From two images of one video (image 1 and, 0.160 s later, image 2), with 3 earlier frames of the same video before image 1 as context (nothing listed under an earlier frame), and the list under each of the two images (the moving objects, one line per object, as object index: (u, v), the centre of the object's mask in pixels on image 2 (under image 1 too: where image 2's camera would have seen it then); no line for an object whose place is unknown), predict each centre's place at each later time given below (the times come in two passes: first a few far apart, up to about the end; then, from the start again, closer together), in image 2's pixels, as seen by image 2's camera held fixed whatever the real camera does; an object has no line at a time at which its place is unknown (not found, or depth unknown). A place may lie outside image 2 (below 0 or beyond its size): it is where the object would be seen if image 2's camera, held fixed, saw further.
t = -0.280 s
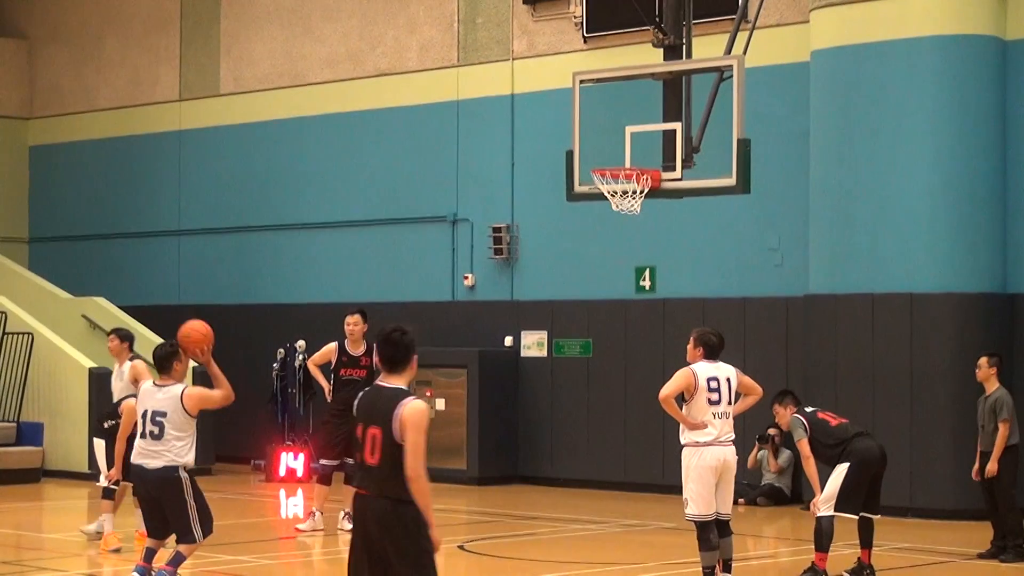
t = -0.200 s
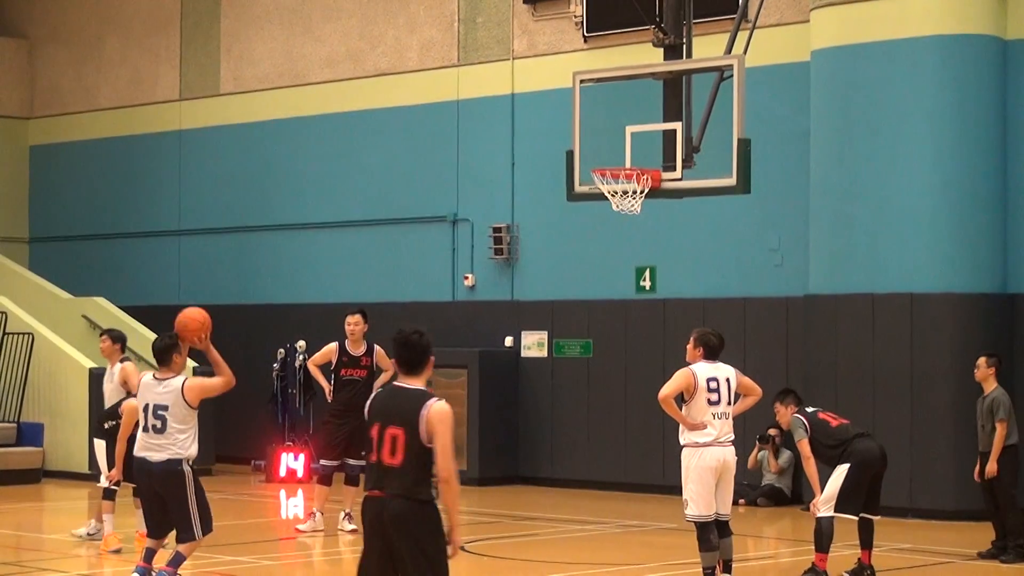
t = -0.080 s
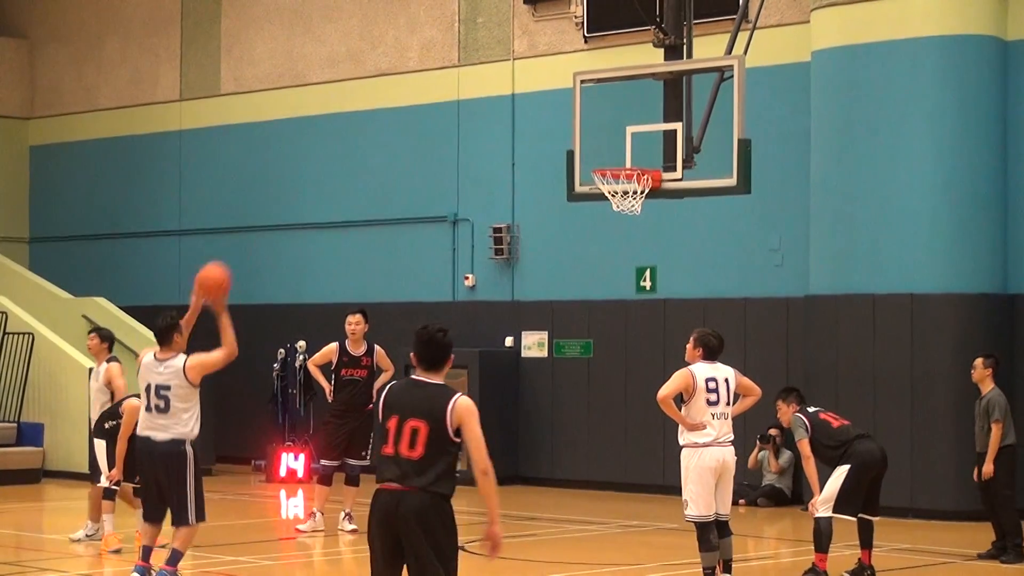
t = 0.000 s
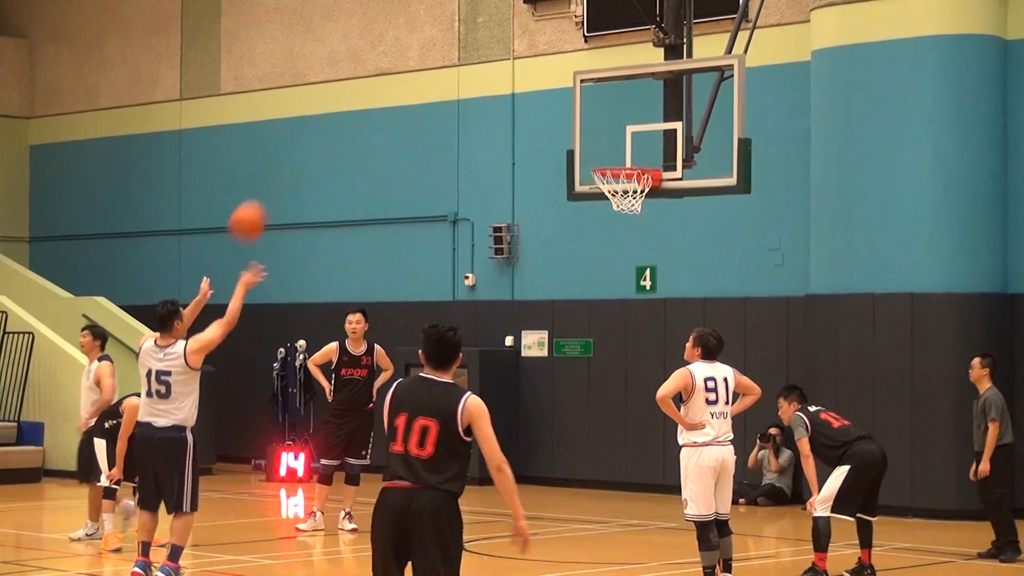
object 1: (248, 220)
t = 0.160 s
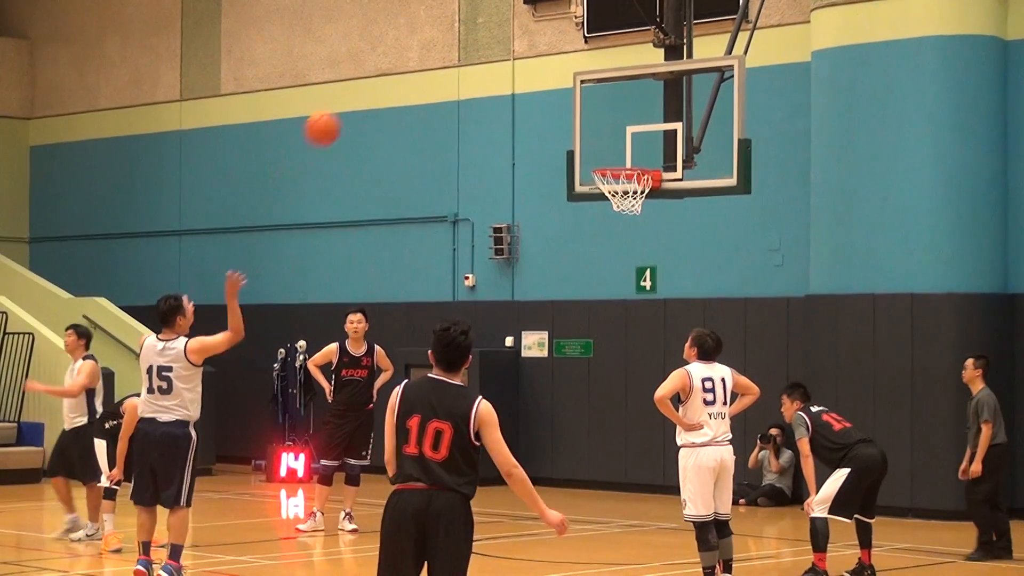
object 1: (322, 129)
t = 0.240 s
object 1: (358, 96)
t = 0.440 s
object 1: (439, 54)
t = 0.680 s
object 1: (528, 75)
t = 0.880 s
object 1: (595, 141)
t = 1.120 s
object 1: (621, 200)
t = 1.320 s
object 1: (609, 222)
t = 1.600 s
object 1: (590, 331)
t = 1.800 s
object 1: (577, 469)
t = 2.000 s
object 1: (569, 462)
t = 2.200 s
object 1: (568, 373)
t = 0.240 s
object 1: (358, 96)
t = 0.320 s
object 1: (391, 72)
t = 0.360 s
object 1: (407, 65)
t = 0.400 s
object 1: (423, 59)
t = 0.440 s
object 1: (439, 54)
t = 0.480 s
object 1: (454, 53)
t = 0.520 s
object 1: (470, 53)
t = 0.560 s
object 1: (484, 55)
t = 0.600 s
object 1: (499, 60)
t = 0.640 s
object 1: (513, 66)
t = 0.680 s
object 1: (528, 75)
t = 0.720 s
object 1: (542, 85)
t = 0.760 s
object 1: (555, 97)
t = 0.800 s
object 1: (569, 109)
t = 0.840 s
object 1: (582, 125)
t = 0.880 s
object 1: (595, 141)
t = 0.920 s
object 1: (607, 156)
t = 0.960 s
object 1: (618, 164)
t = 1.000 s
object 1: (628, 176)
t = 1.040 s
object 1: (628, 182)
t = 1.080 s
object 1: (623, 193)
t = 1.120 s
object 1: (621, 200)
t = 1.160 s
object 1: (619, 208)
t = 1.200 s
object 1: (616, 207)
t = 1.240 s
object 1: (614, 209)
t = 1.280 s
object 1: (611, 214)
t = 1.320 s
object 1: (609, 222)
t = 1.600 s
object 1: (590, 331)
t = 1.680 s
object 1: (584, 381)
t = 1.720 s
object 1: (582, 409)
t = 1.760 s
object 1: (579, 438)
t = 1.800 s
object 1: (577, 469)
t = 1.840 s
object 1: (574, 501)
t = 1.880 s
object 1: (571, 535)
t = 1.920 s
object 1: (570, 510)
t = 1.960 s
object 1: (570, 484)
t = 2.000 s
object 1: (569, 462)
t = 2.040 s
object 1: (569, 441)
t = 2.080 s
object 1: (569, 421)
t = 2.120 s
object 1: (568, 403)
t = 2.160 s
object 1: (568, 387)
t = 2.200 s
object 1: (568, 373)
